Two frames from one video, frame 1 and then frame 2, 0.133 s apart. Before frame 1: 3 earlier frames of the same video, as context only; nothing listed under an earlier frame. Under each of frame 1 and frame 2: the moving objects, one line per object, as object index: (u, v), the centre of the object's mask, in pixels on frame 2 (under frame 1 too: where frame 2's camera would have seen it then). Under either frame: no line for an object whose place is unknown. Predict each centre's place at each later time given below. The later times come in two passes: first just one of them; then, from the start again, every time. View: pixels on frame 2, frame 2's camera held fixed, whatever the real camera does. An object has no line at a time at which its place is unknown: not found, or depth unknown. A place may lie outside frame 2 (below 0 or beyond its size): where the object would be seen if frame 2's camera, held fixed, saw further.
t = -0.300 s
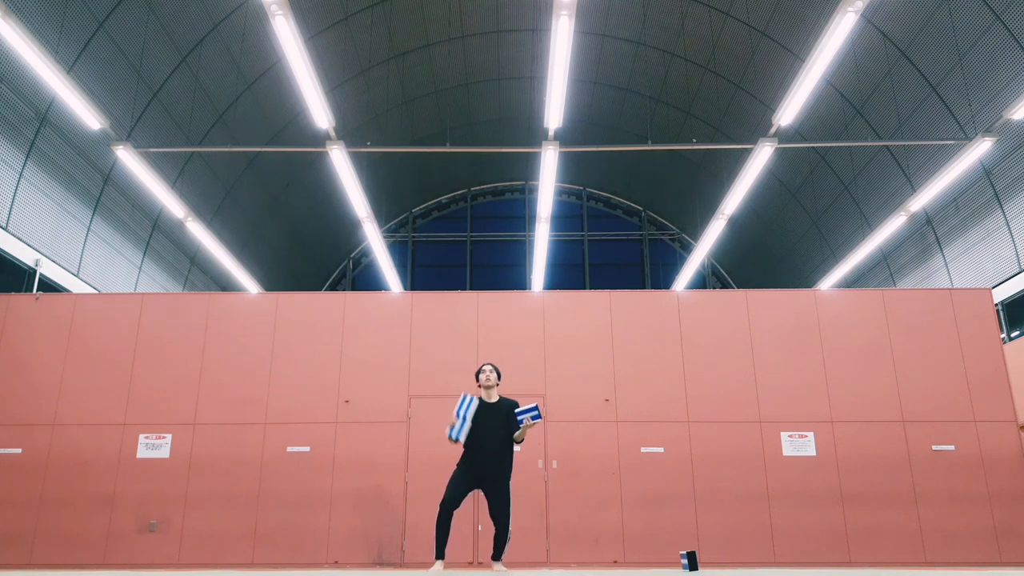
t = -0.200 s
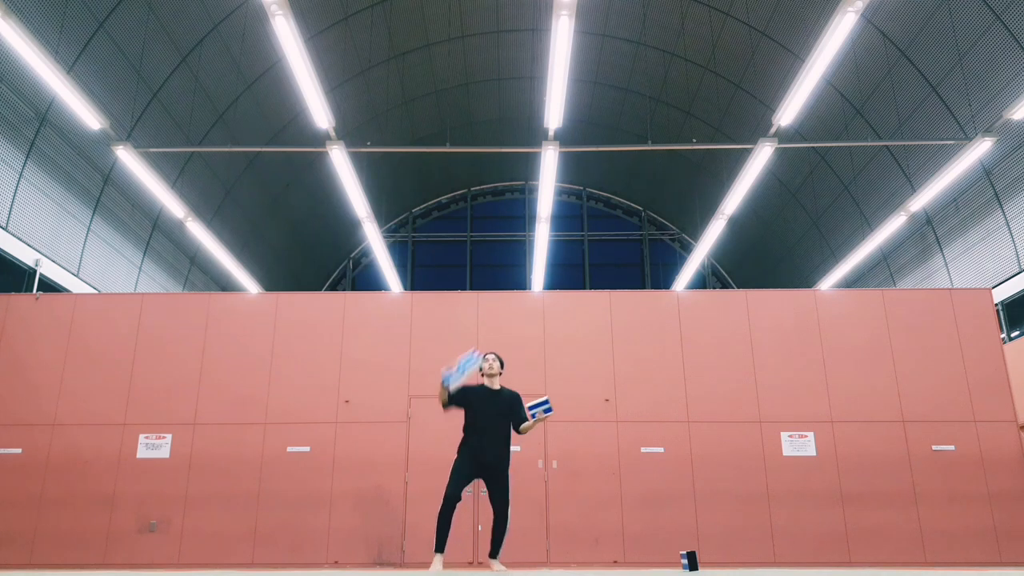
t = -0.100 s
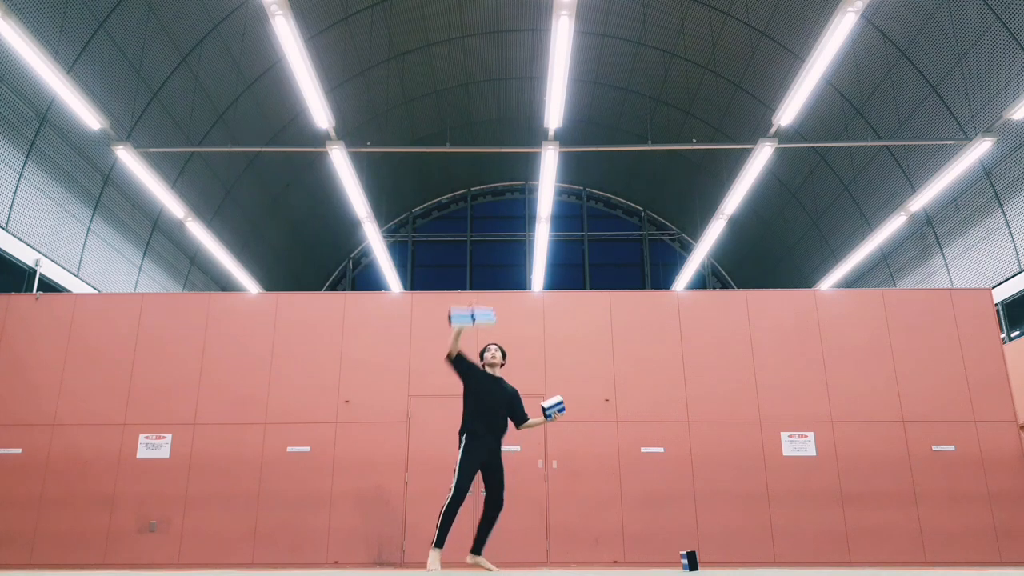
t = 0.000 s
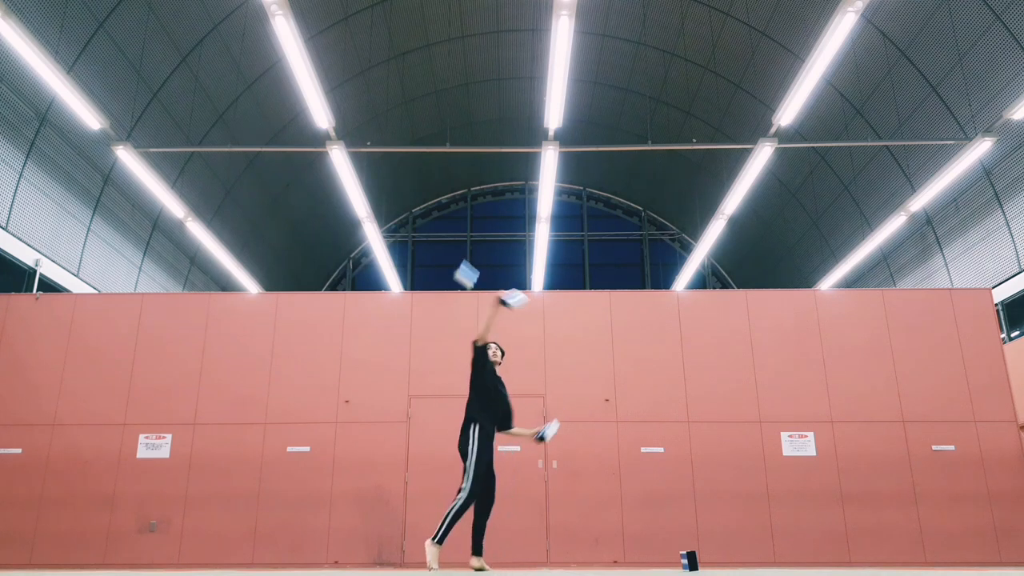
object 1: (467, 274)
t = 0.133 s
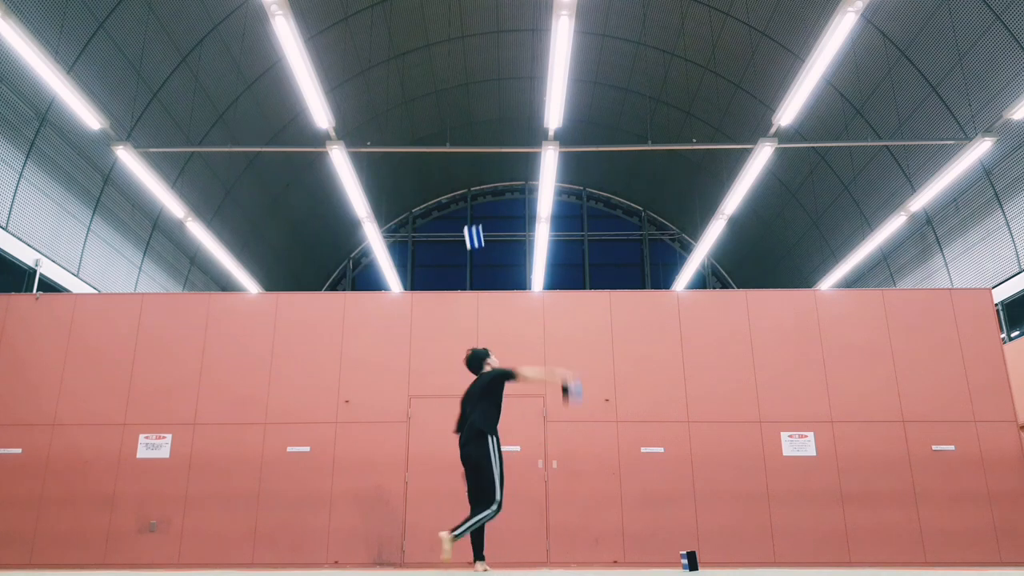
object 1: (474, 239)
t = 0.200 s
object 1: (476, 233)
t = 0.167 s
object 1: (476, 236)
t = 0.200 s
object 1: (476, 233)
